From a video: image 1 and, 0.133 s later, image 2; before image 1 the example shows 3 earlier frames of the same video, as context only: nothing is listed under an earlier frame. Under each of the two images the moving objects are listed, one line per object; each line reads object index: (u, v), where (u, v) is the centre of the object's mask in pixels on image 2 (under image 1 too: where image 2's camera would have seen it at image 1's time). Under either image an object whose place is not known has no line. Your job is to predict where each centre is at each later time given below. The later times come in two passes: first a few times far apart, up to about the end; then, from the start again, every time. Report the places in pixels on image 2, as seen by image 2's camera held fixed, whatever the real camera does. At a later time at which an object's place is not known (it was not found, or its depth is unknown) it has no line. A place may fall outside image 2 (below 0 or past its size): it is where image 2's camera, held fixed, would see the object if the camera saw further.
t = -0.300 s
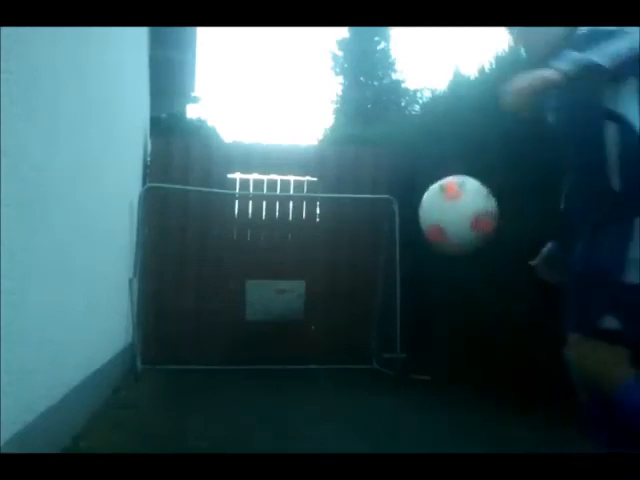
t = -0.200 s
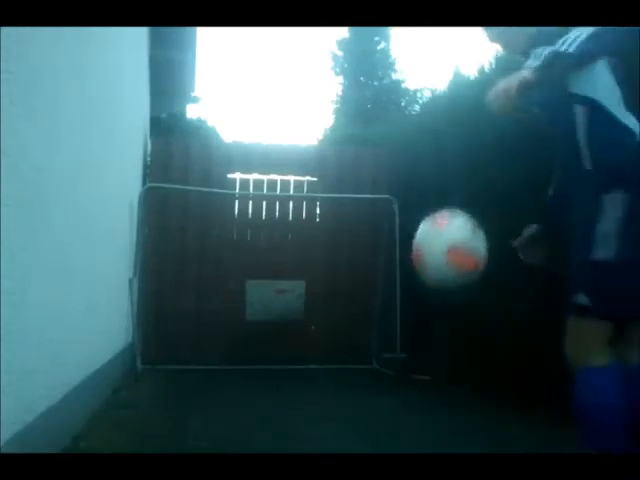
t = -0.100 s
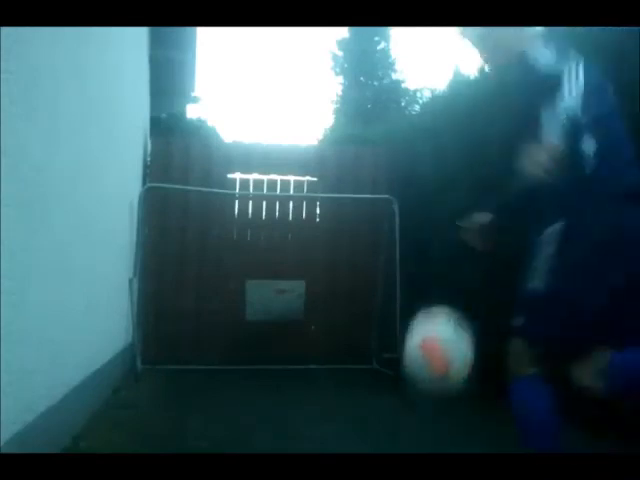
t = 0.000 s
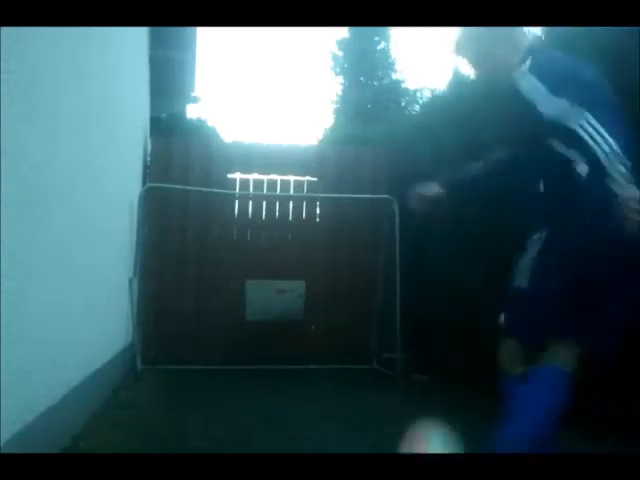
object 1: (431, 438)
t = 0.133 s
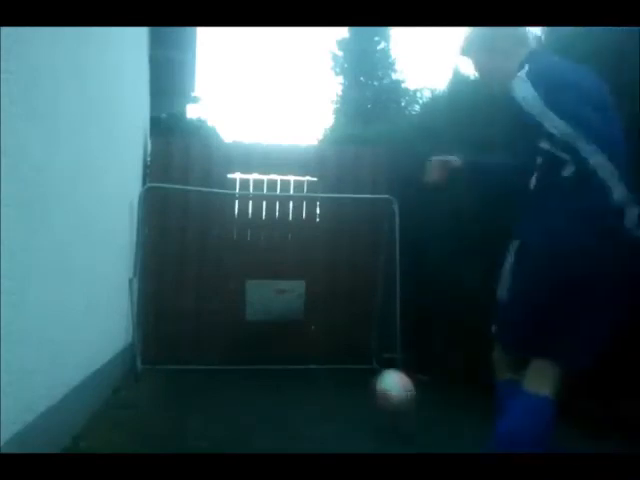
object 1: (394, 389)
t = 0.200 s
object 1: (384, 373)
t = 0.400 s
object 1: (365, 350)
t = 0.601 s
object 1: (288, 356)
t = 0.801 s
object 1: (226, 359)
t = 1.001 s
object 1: (178, 356)
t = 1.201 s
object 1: (152, 354)
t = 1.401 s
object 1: (189, 366)
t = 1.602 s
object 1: (206, 367)
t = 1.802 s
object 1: (223, 372)
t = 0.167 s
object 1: (389, 379)
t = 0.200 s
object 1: (384, 373)
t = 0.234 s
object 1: (380, 370)
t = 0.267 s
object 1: (377, 369)
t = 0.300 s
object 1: (374, 367)
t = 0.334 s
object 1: (372, 358)
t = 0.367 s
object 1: (371, 353)
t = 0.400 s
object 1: (365, 350)
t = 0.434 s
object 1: (352, 350)
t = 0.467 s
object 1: (338, 351)
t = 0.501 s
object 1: (324, 354)
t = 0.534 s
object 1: (311, 356)
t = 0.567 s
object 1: (298, 358)
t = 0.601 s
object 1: (288, 356)
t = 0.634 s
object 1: (278, 355)
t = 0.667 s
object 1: (268, 355)
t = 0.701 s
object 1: (258, 355)
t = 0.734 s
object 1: (247, 356)
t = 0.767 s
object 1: (236, 358)
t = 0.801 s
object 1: (226, 359)
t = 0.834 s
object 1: (219, 356)
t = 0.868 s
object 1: (211, 354)
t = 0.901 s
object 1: (204, 353)
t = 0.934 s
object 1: (195, 353)
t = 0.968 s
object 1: (186, 354)
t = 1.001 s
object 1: (178, 356)
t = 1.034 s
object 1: (170, 360)
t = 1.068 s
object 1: (161, 360)
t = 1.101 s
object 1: (153, 358)
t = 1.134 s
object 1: (148, 357)
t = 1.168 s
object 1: (145, 356)
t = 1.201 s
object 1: (152, 354)
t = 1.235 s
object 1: (157, 355)
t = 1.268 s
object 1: (163, 355)
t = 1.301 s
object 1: (170, 357)
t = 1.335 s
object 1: (177, 360)
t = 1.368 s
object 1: (184, 365)
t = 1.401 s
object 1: (189, 366)
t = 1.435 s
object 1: (192, 363)
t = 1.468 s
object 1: (195, 361)
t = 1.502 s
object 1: (198, 361)
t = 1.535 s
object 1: (200, 362)
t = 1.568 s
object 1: (203, 364)
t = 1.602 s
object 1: (206, 367)
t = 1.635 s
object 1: (209, 370)
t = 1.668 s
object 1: (211, 368)
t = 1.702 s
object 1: (214, 367)
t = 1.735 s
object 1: (218, 368)
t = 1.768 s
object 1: (220, 369)
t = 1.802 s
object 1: (223, 372)
